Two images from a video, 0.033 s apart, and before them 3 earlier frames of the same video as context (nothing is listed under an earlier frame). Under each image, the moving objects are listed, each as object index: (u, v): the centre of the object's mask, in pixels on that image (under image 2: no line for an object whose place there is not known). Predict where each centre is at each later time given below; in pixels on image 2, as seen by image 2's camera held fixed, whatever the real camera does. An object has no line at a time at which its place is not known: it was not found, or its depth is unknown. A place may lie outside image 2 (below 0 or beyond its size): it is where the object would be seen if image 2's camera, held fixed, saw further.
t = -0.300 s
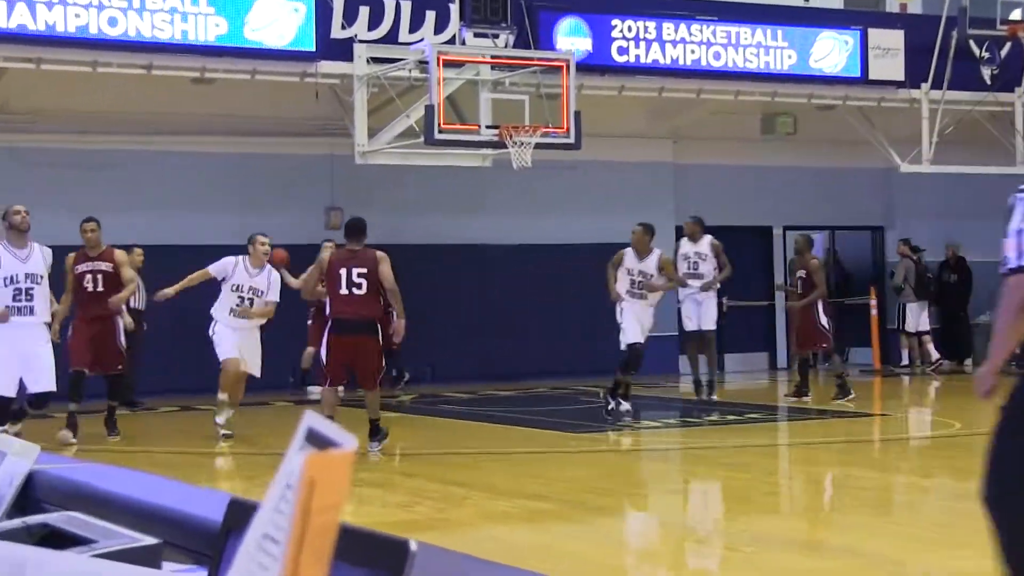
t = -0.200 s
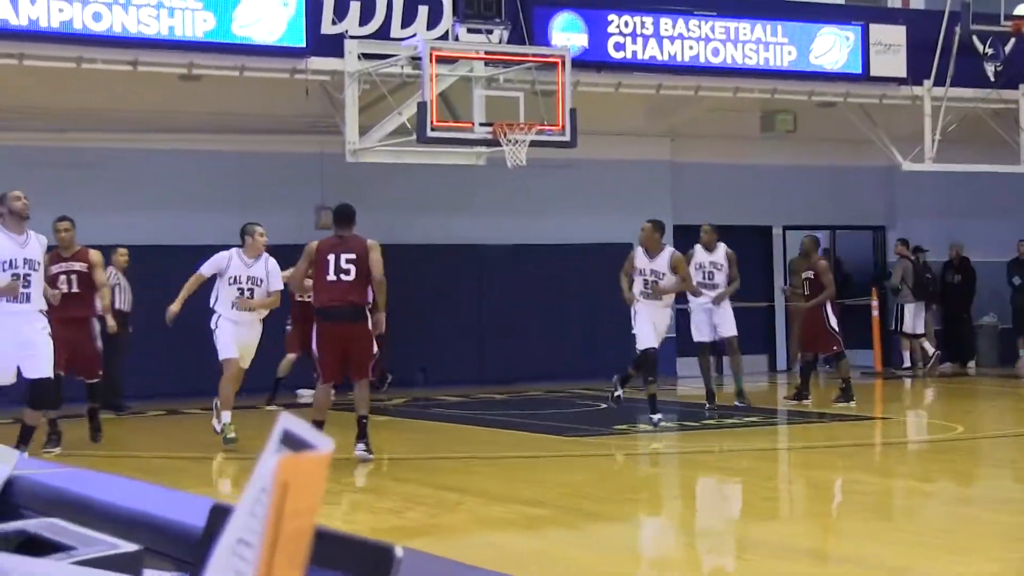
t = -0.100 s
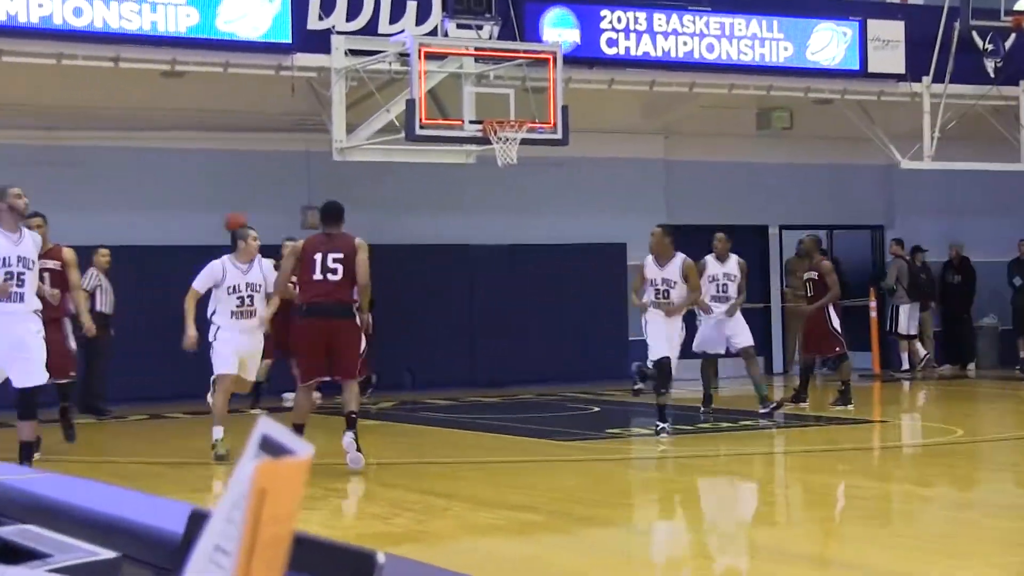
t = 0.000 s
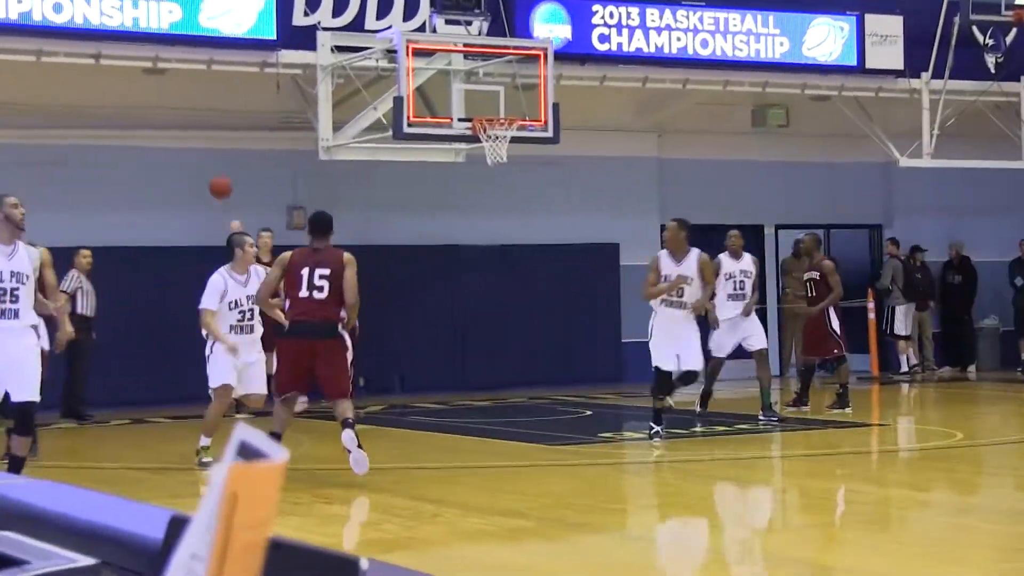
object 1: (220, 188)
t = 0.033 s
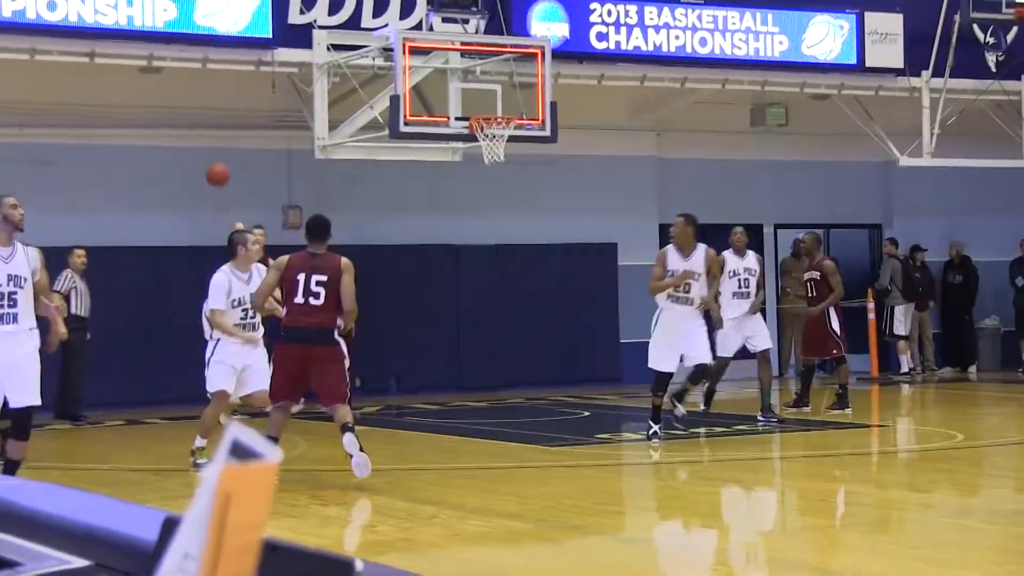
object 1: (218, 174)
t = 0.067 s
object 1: (219, 164)
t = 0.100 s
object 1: (221, 154)
